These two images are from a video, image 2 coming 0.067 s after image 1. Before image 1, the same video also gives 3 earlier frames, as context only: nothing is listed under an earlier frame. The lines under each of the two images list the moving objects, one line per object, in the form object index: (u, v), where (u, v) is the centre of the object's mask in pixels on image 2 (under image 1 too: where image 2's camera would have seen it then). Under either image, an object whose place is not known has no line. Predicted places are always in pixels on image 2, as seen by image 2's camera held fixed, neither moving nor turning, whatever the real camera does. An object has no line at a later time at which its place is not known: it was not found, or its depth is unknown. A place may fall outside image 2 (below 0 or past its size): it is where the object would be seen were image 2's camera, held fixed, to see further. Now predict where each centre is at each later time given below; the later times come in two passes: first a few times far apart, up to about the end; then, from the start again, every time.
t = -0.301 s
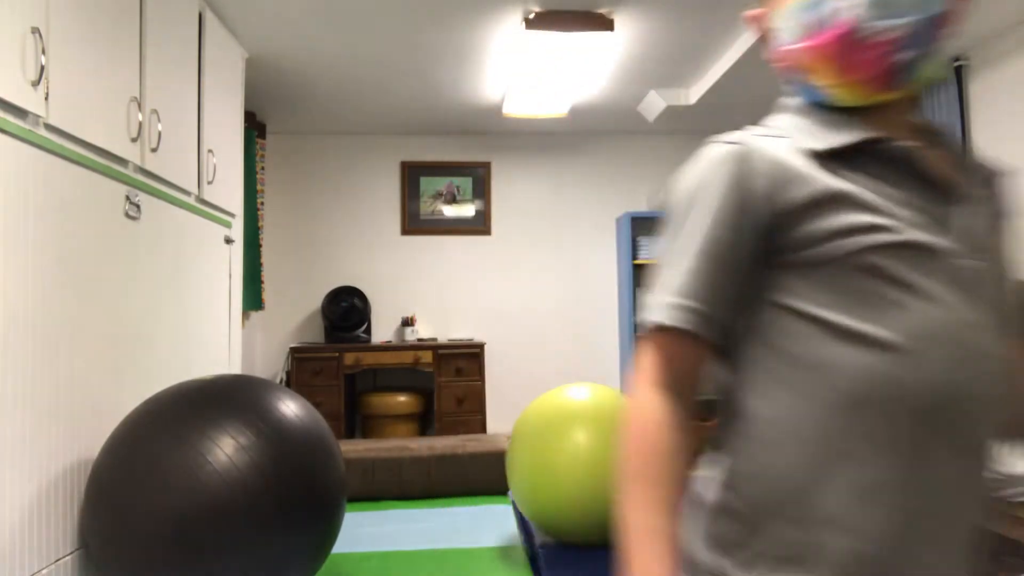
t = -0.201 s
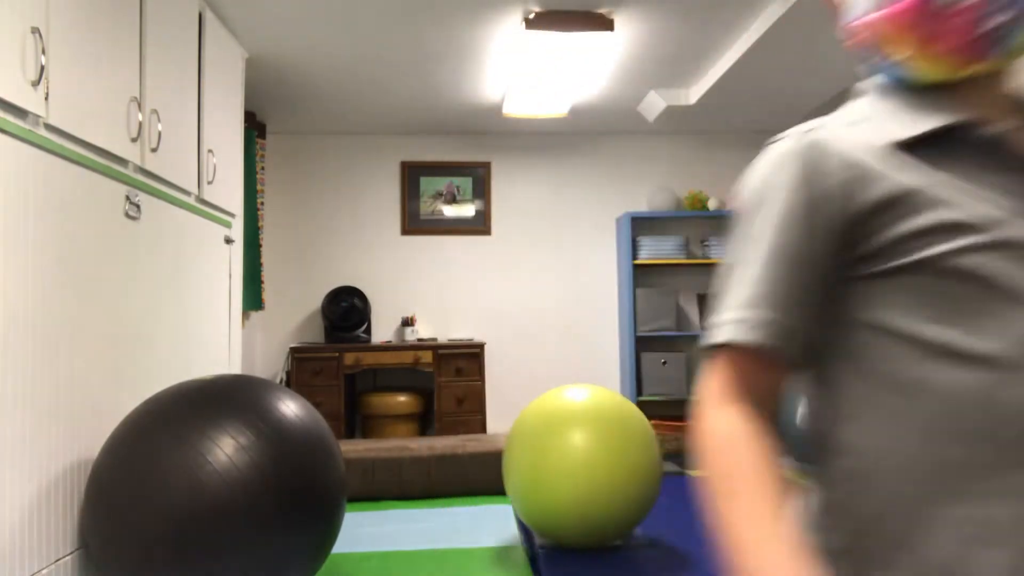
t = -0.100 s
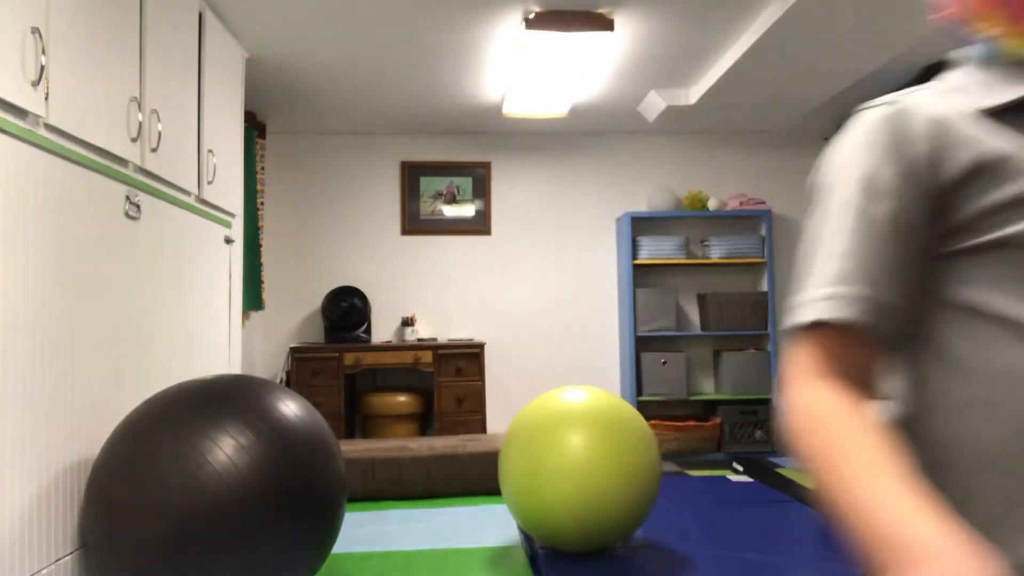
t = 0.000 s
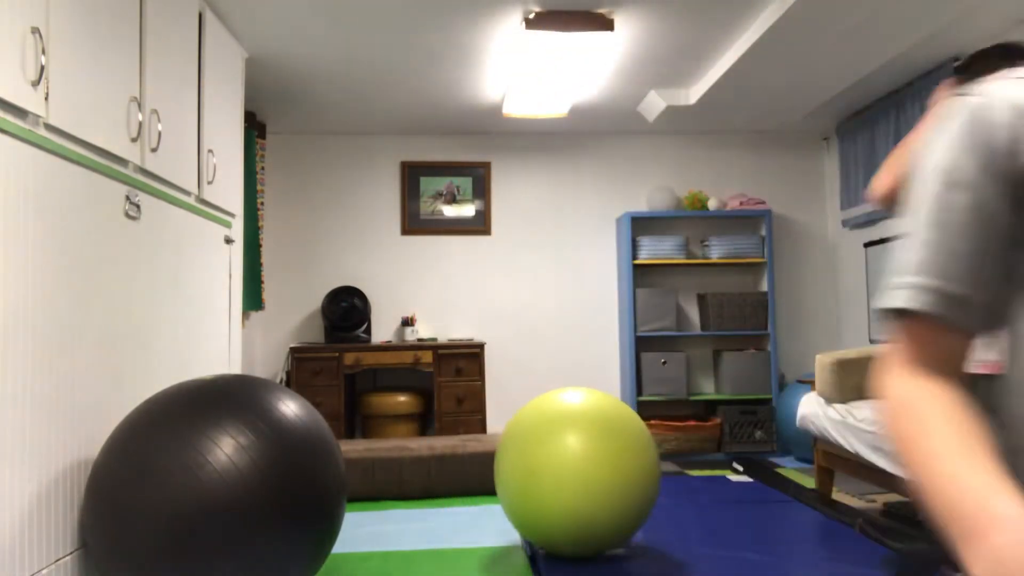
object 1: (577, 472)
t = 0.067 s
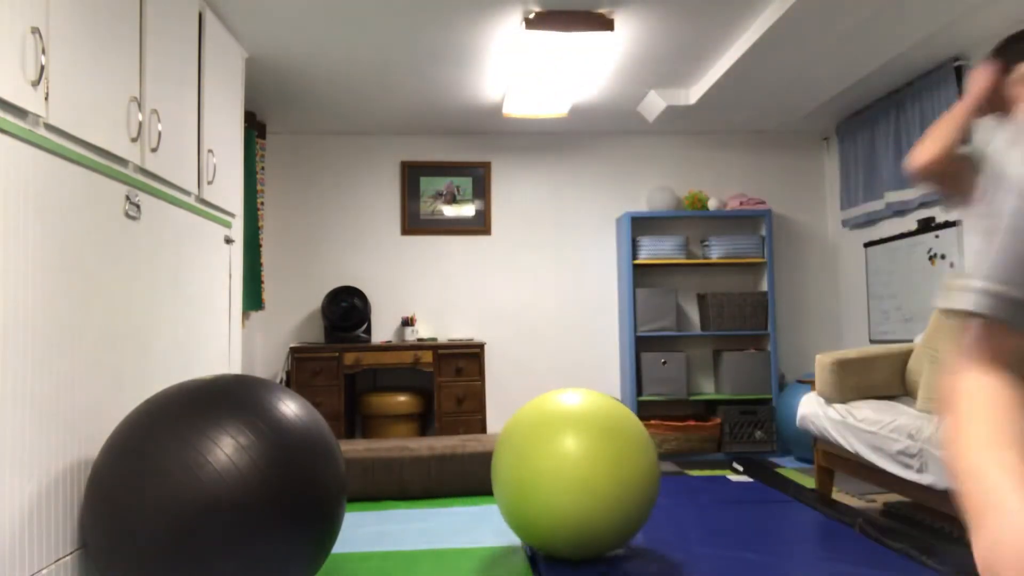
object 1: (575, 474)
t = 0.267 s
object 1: (569, 481)
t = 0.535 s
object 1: (559, 487)
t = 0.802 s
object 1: (545, 491)
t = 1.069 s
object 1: (532, 493)
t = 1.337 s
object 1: (517, 495)
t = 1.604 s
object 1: (495, 497)
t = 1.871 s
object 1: (465, 501)
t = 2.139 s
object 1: (437, 500)
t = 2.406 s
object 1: (454, 501)
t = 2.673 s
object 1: (465, 503)
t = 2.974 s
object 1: (470, 502)
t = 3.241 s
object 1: (468, 501)
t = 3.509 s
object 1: (460, 502)
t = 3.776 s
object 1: (447, 501)
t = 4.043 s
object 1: (442, 501)
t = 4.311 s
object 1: (453, 500)
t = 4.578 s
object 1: (460, 499)
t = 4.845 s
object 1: (461, 499)
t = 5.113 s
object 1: (457, 497)
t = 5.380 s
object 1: (450, 496)
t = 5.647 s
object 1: (449, 495)
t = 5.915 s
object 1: (452, 494)
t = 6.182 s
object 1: (450, 493)
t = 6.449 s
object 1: (446, 493)
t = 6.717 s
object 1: (447, 492)
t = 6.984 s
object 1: (446, 491)
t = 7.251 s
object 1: (444, 491)
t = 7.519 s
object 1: (443, 490)
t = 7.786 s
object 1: (443, 490)
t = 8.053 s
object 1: (442, 490)
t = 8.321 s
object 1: (442, 490)
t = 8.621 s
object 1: (442, 490)
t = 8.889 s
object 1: (442, 490)
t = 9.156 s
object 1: (442, 490)
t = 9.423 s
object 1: (442, 491)
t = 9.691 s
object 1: (442, 491)
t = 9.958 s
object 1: (442, 491)
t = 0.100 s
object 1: (574, 475)
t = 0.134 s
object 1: (573, 476)
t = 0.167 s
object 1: (573, 477)
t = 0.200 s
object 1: (572, 479)
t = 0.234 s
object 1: (571, 480)
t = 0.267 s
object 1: (569, 481)
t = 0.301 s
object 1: (568, 482)
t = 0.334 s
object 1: (567, 483)
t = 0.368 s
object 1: (566, 484)
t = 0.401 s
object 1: (565, 485)
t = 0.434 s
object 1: (564, 486)
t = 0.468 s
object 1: (563, 487)
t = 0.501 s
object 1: (561, 487)
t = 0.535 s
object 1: (559, 487)
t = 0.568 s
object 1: (558, 488)
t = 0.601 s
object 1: (556, 489)
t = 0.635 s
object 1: (555, 490)
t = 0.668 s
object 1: (553, 490)
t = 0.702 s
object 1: (551, 490)
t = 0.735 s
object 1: (549, 490)
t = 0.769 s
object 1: (547, 491)
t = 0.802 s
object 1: (545, 491)
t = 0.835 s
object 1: (543, 491)
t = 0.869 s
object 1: (541, 491)
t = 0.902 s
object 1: (539, 491)
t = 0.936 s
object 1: (538, 492)
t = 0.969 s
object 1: (537, 493)
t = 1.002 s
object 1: (535, 493)
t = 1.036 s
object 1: (534, 493)
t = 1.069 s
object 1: (532, 493)
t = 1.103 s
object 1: (530, 493)
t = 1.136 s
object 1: (528, 493)
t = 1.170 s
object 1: (527, 494)
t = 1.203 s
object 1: (526, 494)
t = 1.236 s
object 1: (524, 494)
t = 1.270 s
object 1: (522, 494)
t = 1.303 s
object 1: (520, 495)
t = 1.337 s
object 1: (517, 495)
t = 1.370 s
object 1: (515, 496)
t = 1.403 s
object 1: (513, 496)
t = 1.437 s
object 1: (510, 496)
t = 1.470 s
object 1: (507, 496)
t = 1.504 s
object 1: (504, 496)
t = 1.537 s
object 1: (502, 497)
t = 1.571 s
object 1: (499, 497)
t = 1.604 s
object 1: (495, 497)
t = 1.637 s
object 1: (492, 496)
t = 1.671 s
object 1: (488, 499)
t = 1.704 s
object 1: (485, 499)
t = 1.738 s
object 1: (481, 498)
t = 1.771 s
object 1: (477, 499)
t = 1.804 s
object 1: (473, 498)
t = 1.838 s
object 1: (469, 498)
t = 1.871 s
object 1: (465, 501)
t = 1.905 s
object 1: (461, 500)
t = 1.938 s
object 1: (457, 499)
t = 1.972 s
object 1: (452, 499)
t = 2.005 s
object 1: (447, 500)
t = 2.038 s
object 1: (443, 501)
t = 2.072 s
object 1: (439, 501)
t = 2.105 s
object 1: (437, 500)
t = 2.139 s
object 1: (437, 500)
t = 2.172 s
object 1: (439, 501)
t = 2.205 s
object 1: (442, 502)
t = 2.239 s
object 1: (444, 501)
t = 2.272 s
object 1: (446, 500)
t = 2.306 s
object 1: (448, 501)
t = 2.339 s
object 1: (450, 502)
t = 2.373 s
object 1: (452, 502)
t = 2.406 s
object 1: (454, 501)
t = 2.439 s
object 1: (455, 501)
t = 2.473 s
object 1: (457, 501)
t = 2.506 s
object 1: (459, 503)
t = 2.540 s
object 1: (460, 502)
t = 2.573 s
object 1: (461, 501)
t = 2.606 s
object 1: (462, 501)
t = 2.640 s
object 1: (463, 501)
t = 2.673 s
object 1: (465, 503)
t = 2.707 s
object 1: (466, 502)
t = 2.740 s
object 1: (467, 501)
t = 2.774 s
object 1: (467, 501)
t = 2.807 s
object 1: (468, 502)
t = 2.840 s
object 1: (469, 503)
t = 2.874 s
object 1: (469, 502)
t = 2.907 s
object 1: (470, 502)
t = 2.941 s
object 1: (470, 501)
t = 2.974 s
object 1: (470, 502)
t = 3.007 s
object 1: (470, 503)
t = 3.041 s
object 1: (470, 502)
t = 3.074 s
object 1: (470, 502)
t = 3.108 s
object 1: (470, 501)
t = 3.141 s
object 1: (469, 502)
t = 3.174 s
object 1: (469, 503)
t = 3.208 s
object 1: (469, 502)
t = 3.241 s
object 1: (468, 501)
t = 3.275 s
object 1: (467, 501)
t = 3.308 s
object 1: (466, 502)
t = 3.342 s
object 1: (466, 503)
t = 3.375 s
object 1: (465, 502)
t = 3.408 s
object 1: (464, 501)
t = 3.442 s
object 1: (463, 501)
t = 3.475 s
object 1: (461, 502)
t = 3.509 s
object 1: (460, 502)
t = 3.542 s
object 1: (459, 502)
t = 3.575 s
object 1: (458, 501)
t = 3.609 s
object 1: (456, 501)
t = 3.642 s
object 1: (455, 502)
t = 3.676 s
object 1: (453, 502)
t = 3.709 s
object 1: (451, 502)
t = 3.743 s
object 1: (449, 501)
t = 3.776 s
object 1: (447, 501)
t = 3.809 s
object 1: (445, 501)
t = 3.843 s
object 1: (444, 502)
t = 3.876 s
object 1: (442, 501)
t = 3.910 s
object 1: (440, 501)
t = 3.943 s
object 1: (438, 500)
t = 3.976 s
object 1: (438, 501)
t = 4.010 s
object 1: (439, 501)
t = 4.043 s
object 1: (442, 501)
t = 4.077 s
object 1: (443, 501)
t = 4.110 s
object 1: (444, 500)
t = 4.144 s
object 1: (446, 500)
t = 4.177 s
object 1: (448, 501)
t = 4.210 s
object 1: (450, 501)
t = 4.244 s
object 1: (451, 500)
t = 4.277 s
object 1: (452, 500)
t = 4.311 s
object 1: (453, 500)
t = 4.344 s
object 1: (455, 500)
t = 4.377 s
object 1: (456, 500)
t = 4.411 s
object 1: (457, 500)
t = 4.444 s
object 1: (458, 500)
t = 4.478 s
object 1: (458, 500)
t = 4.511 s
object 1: (458, 499)
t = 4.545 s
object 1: (459, 500)
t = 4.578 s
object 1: (460, 499)
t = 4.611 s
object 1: (460, 499)
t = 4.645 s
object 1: (460, 499)
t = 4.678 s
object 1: (460, 499)
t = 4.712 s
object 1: (461, 499)
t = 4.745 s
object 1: (461, 499)
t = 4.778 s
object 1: (460, 498)
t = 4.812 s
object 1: (460, 498)
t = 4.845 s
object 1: (461, 499)
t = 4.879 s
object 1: (460, 498)
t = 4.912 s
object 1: (460, 498)
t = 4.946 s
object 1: (460, 498)
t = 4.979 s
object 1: (459, 498)
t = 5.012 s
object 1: (459, 498)
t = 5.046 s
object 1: (458, 498)
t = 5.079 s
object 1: (458, 498)
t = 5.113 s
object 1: (457, 497)
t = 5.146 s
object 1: (457, 497)
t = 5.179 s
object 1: (455, 497)
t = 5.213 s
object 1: (455, 497)
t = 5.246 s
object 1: (454, 497)
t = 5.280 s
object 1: (453, 496)
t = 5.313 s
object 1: (452, 497)
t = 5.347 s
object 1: (451, 496)
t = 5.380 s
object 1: (450, 496)
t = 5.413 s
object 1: (449, 496)
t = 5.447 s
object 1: (449, 496)
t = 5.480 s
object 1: (447, 495)
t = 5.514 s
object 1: (448, 496)
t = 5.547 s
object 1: (448, 495)
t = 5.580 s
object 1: (448, 495)
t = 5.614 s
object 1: (449, 495)
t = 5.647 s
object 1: (449, 495)
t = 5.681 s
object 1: (450, 495)
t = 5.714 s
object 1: (450, 495)
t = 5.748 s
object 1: (451, 495)
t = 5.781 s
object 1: (451, 495)
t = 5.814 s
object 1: (451, 494)
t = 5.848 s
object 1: (451, 494)
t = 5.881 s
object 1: (451, 494)
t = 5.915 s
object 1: (452, 494)
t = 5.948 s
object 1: (452, 494)
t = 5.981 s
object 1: (452, 494)
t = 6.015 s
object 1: (451, 494)
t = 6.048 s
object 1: (451, 494)
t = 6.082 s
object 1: (451, 494)
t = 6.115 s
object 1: (451, 493)
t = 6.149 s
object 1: (450, 493)
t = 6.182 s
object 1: (450, 493)
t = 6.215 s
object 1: (450, 493)
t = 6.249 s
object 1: (449, 493)
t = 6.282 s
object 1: (448, 493)
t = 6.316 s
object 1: (448, 493)
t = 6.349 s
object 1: (447, 493)
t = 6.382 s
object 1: (447, 493)
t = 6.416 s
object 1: (446, 493)
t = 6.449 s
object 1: (446, 493)
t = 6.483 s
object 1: (446, 493)
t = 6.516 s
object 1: (446, 493)
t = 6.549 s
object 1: (447, 493)
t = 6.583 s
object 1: (447, 492)
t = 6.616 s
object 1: (447, 492)
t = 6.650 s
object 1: (447, 492)
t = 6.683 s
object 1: (447, 492)
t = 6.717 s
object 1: (447, 492)
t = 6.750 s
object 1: (447, 492)
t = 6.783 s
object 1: (447, 492)
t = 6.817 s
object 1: (447, 492)
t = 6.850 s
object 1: (447, 492)
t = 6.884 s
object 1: (447, 492)
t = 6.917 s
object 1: (447, 492)
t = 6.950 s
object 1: (447, 492)
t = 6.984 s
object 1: (446, 491)
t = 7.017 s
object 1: (446, 492)
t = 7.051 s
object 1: (446, 491)
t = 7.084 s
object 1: (445, 491)
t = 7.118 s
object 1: (445, 491)
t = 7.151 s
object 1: (445, 491)
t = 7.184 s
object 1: (444, 491)
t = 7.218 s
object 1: (444, 491)
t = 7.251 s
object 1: (444, 491)
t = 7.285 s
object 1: (443, 491)
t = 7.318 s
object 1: (443, 491)
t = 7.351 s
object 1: (443, 491)
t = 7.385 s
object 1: (443, 491)
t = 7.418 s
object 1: (443, 491)
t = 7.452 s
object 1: (443, 491)
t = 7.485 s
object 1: (443, 491)
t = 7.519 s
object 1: (443, 490)
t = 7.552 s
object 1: (443, 491)
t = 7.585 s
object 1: (443, 490)
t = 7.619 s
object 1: (443, 490)
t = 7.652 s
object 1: (443, 491)
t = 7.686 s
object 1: (443, 491)
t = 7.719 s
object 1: (443, 490)
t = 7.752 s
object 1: (443, 490)
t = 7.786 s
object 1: (443, 490)
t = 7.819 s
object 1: (443, 491)
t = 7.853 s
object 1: (443, 490)
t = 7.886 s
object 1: (443, 490)
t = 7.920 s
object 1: (443, 490)
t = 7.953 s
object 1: (443, 490)
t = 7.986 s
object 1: (443, 490)
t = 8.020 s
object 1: (442, 490)
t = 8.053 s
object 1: (442, 490)
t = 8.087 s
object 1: (442, 490)
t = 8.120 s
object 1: (442, 490)
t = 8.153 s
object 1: (442, 490)
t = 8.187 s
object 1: (442, 490)
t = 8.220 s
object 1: (442, 490)
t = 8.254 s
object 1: (442, 490)
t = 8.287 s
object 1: (442, 490)
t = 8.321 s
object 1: (442, 490)
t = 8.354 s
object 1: (442, 490)
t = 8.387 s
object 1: (442, 490)
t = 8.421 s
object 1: (442, 490)
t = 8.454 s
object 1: (442, 490)
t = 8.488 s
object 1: (442, 490)
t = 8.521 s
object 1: (442, 490)
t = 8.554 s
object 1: (442, 490)
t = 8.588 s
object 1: (442, 490)
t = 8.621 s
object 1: (442, 490)
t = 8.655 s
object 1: (442, 490)
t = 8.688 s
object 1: (442, 490)
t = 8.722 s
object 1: (442, 490)
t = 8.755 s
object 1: (442, 490)
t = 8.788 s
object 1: (442, 490)
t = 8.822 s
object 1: (442, 490)
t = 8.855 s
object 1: (442, 490)
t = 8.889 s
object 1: (442, 490)
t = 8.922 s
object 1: (442, 490)
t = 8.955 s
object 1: (442, 490)
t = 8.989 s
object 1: (442, 490)
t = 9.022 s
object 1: (442, 490)
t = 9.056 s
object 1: (442, 490)
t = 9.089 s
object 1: (442, 490)
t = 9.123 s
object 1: (442, 490)
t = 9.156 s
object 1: (442, 490)
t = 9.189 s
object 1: (442, 490)
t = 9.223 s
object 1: (442, 491)
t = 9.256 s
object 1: (442, 491)
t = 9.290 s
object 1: (442, 491)
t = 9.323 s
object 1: (442, 491)
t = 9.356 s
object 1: (442, 490)
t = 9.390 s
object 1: (442, 491)
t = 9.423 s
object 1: (442, 491)
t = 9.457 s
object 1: (442, 491)
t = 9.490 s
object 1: (442, 491)
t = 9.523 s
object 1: (442, 491)
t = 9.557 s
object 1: (442, 491)
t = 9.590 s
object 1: (442, 490)
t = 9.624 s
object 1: (442, 491)
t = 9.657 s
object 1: (442, 490)
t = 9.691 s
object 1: (442, 491)
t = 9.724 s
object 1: (442, 491)
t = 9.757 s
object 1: (442, 491)
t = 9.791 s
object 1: (442, 491)
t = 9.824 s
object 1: (442, 491)
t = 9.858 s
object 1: (442, 491)
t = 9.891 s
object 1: (442, 490)
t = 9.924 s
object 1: (442, 491)
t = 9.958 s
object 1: (442, 491)
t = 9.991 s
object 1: (442, 491)
